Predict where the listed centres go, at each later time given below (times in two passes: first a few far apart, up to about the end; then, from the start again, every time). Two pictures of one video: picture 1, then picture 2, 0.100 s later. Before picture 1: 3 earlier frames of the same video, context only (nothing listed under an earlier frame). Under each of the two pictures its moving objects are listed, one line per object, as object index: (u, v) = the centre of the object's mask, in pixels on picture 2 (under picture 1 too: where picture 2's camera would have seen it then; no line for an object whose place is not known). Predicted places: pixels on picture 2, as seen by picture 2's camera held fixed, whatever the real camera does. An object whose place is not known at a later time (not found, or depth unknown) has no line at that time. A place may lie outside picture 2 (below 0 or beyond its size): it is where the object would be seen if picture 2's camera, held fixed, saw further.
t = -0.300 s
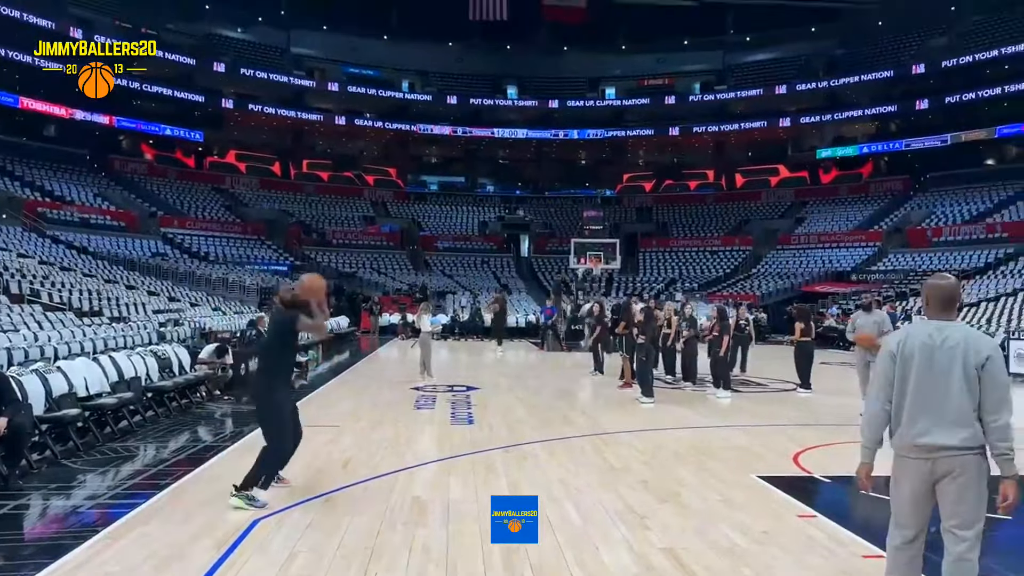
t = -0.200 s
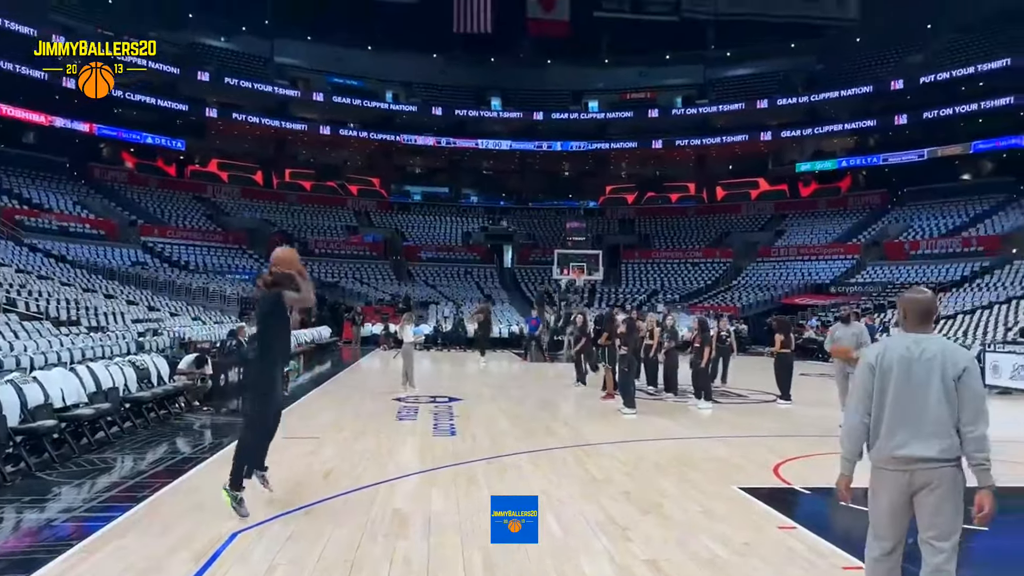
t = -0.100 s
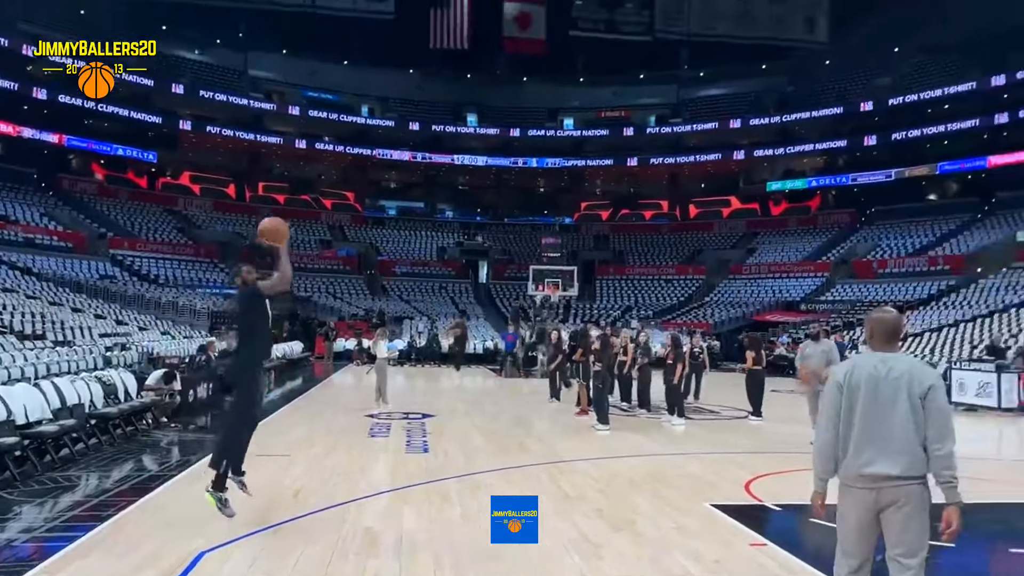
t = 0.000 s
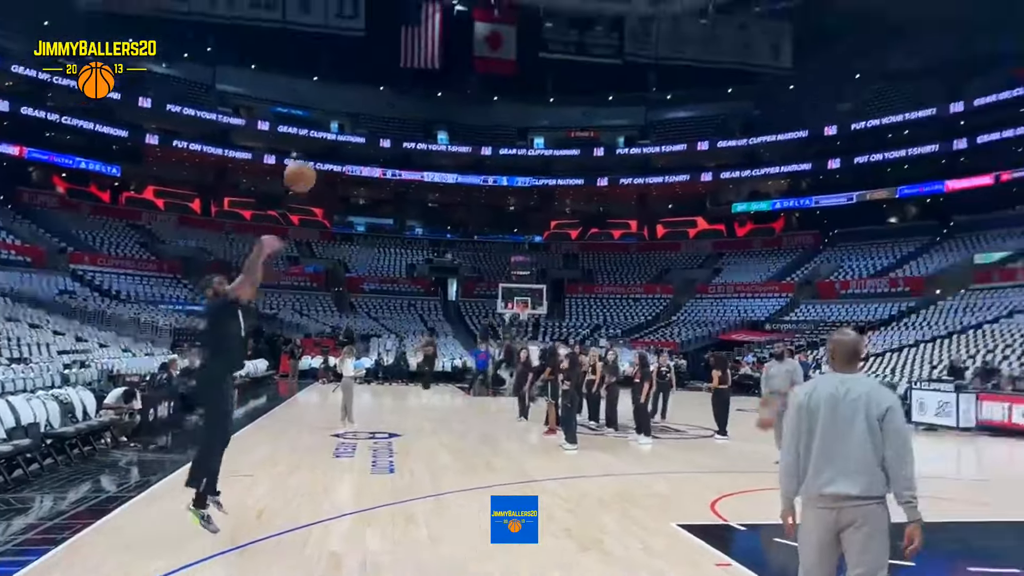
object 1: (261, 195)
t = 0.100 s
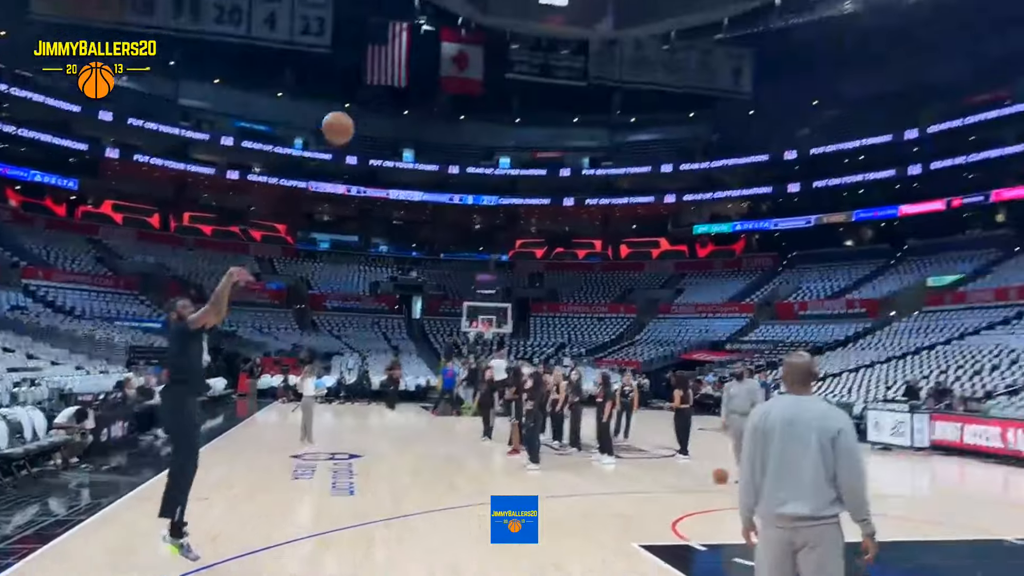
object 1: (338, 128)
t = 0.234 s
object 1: (441, 57)
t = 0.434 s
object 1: (604, -16)
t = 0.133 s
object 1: (363, 109)
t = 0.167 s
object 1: (389, 90)
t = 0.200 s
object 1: (415, 73)
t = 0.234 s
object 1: (441, 57)
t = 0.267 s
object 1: (467, 41)
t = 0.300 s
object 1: (494, 27)
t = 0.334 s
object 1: (521, 15)
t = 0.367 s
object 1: (547, 4)
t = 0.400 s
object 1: (575, -6)
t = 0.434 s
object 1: (604, -16)
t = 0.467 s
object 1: (631, -24)
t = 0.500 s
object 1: (659, -30)
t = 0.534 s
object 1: (688, -35)
